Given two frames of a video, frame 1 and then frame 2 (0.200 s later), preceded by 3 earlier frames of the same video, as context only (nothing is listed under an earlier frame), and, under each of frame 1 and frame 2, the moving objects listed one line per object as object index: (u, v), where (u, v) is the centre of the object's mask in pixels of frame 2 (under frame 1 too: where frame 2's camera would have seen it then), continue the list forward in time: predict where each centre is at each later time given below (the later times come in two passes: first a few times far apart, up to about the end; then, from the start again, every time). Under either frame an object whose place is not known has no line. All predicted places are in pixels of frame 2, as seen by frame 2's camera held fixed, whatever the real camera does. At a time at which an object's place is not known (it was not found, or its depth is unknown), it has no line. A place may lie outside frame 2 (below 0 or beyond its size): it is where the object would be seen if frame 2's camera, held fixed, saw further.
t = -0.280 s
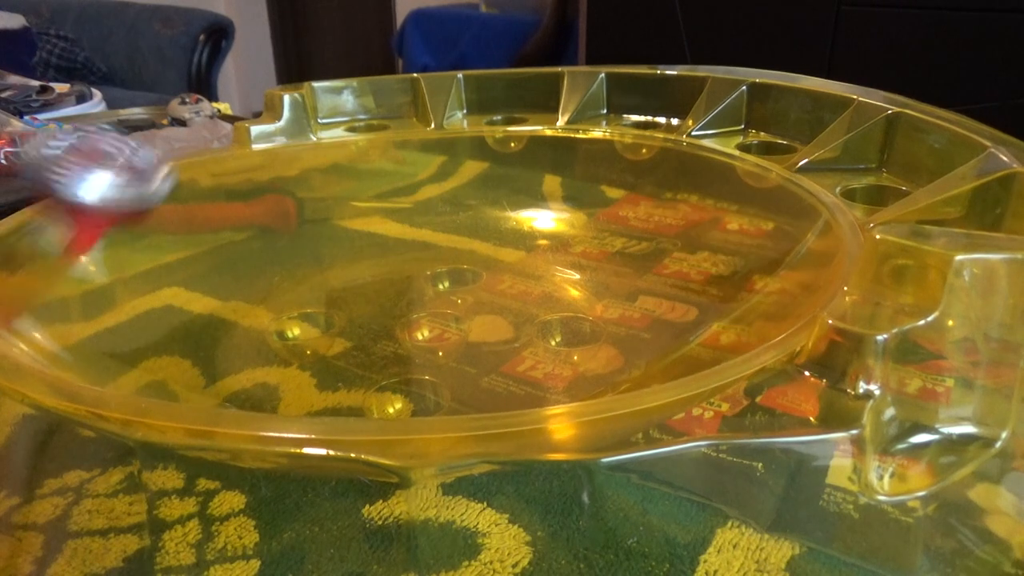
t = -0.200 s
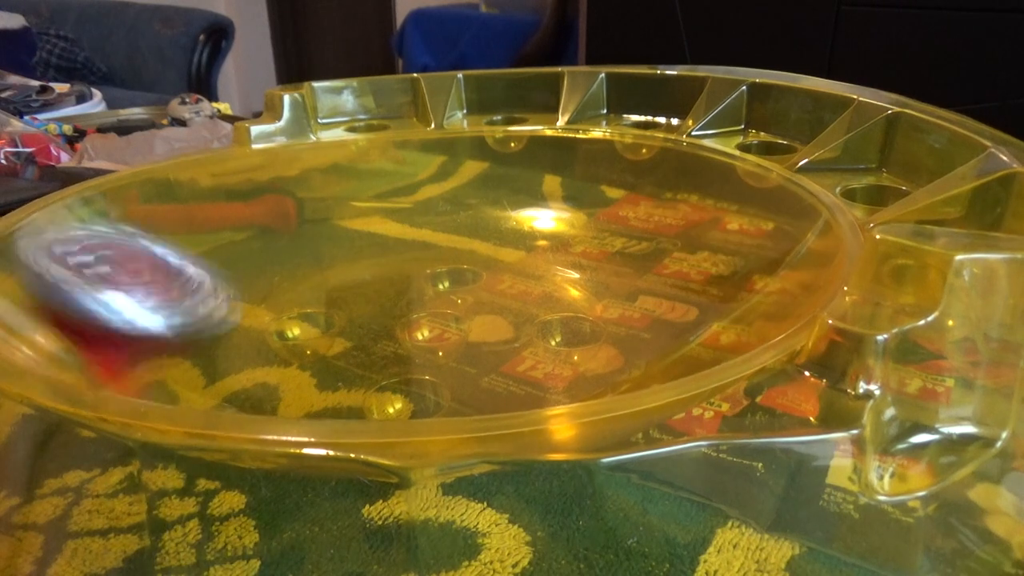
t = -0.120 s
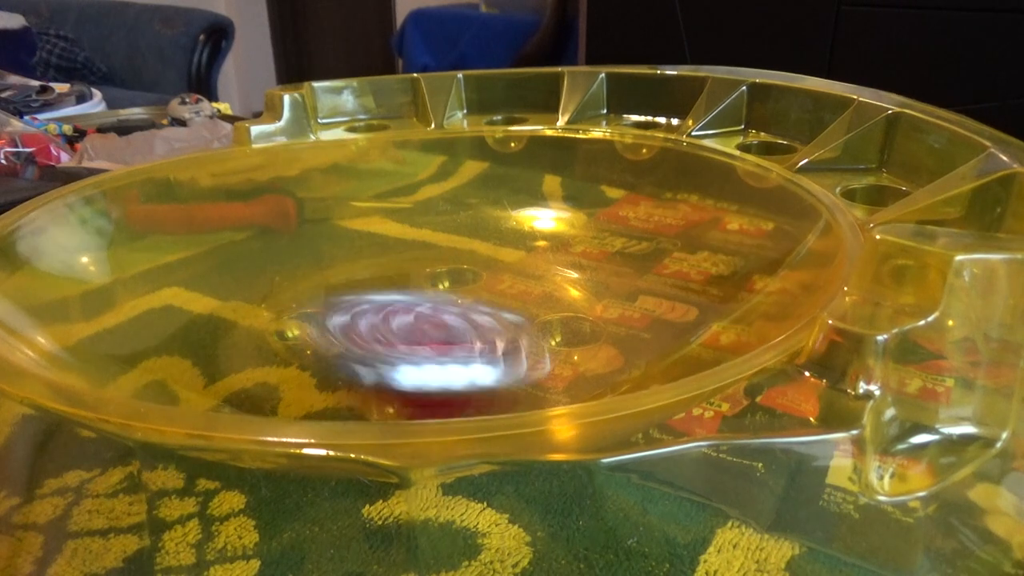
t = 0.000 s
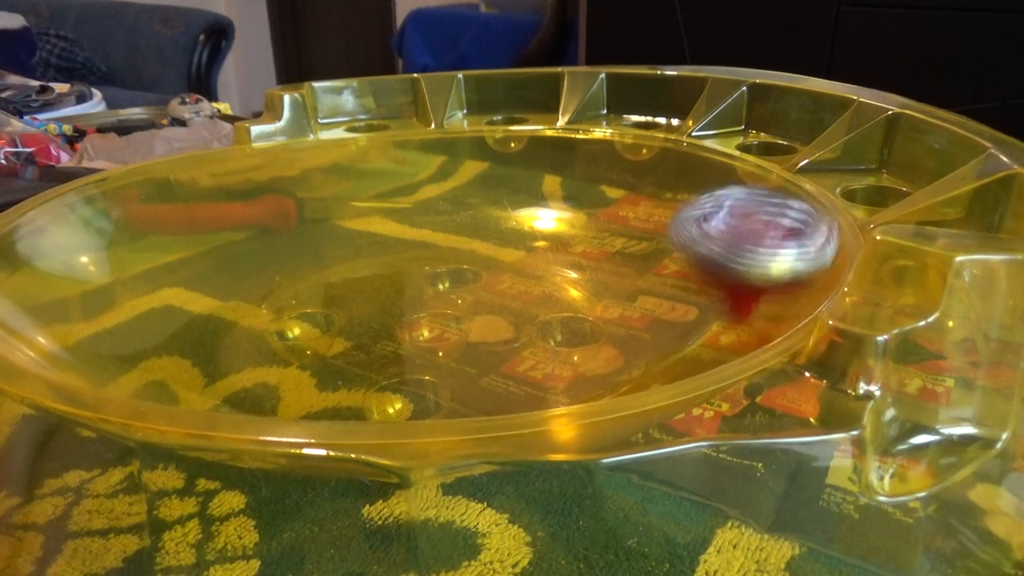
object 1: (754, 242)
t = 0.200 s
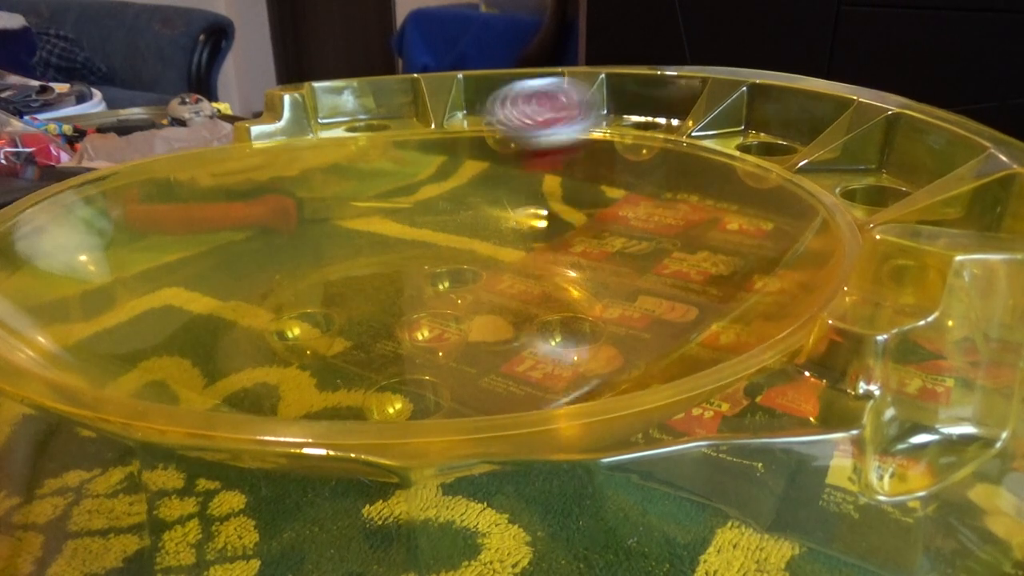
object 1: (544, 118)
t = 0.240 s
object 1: (466, 125)
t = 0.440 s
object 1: (129, 264)
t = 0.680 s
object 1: (732, 252)
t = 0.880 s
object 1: (586, 166)
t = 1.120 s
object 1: (128, 214)
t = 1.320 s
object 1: (372, 343)
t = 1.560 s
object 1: (642, 205)
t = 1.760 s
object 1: (301, 153)
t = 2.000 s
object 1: (189, 320)
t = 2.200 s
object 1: (717, 270)
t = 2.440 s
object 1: (532, 138)
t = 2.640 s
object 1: (210, 221)
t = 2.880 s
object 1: (459, 349)
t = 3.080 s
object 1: (724, 221)
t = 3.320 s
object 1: (343, 181)
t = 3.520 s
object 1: (132, 259)
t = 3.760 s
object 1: (542, 339)
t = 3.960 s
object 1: (614, 205)
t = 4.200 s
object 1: (336, 137)
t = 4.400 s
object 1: (212, 283)
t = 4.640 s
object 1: (645, 310)
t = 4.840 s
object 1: (665, 202)
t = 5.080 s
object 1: (340, 199)
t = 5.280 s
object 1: (128, 263)
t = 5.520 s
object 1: (451, 351)
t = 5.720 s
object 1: (629, 236)
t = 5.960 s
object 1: (426, 142)
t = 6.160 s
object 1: (227, 224)
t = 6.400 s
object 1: (412, 348)
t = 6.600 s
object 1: (706, 263)
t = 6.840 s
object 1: (505, 199)
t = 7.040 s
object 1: (275, 205)
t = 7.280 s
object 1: (162, 304)
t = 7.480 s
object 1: (520, 322)
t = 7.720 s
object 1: (617, 199)
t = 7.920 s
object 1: (430, 155)
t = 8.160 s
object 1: (243, 268)
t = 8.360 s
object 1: (435, 348)
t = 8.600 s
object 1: (682, 236)
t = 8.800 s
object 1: (464, 196)
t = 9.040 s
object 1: (180, 218)
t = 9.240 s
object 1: (287, 332)
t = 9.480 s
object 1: (631, 259)
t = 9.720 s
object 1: (518, 163)
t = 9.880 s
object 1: (330, 195)
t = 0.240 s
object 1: (466, 125)
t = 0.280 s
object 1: (381, 137)
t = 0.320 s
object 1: (294, 155)
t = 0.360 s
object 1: (214, 190)
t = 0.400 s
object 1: (160, 223)
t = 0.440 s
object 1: (129, 264)
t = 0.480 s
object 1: (132, 308)
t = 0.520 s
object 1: (191, 338)
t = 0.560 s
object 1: (313, 349)
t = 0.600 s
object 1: (476, 337)
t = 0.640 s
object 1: (633, 296)
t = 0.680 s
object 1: (732, 252)
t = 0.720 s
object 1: (778, 220)
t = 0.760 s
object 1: (774, 199)
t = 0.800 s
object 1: (732, 181)
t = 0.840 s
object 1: (663, 170)
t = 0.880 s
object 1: (586, 166)
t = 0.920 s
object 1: (504, 176)
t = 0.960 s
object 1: (413, 174)
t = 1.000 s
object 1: (326, 174)
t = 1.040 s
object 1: (244, 178)
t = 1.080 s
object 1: (176, 183)
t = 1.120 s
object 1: (128, 214)
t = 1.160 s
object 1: (107, 252)
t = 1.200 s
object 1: (113, 296)
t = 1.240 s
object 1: (156, 326)
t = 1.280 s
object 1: (244, 343)
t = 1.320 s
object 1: (372, 343)
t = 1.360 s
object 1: (517, 334)
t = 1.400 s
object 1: (652, 301)
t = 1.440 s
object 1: (717, 273)
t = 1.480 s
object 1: (731, 248)
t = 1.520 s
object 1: (698, 225)
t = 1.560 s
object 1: (642, 205)
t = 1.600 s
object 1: (576, 184)
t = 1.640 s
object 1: (510, 179)
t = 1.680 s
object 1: (442, 166)
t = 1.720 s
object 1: (372, 157)
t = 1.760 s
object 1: (301, 153)
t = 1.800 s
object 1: (235, 152)
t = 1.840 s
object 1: (175, 160)
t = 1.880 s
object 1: (130, 186)
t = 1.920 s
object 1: (107, 224)
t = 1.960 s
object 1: (120, 275)
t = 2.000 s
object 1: (189, 320)
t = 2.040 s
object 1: (310, 342)
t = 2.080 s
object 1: (443, 349)
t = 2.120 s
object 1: (567, 335)
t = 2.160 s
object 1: (662, 306)
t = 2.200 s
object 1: (717, 270)
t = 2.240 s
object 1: (733, 234)
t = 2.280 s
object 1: (722, 199)
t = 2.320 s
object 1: (691, 171)
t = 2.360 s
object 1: (647, 148)
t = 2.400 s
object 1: (594, 138)
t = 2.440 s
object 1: (532, 138)
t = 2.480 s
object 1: (467, 143)
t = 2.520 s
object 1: (396, 152)
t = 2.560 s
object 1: (324, 168)
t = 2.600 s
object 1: (259, 192)
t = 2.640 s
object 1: (210, 221)
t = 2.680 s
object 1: (177, 255)
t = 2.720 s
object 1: (167, 295)
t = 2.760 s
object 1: (187, 323)
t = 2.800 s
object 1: (241, 346)
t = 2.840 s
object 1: (335, 356)
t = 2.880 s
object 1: (459, 349)
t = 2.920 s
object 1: (583, 327)
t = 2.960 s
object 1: (680, 290)
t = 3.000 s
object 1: (730, 259)
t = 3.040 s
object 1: (744, 239)
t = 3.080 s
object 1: (724, 221)
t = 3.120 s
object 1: (682, 205)
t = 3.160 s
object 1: (622, 196)
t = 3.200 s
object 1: (553, 192)
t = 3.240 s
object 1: (481, 189)
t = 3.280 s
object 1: (410, 184)
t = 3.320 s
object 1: (343, 181)
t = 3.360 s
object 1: (281, 181)
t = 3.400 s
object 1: (224, 186)
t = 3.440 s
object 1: (179, 205)
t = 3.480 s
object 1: (151, 227)
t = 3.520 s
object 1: (132, 259)
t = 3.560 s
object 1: (137, 290)
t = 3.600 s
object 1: (166, 318)
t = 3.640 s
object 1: (229, 339)
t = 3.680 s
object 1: (319, 351)
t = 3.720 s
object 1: (436, 350)
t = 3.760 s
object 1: (542, 339)
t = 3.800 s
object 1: (608, 315)
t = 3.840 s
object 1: (641, 286)
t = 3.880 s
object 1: (647, 257)
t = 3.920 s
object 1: (638, 231)
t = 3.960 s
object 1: (614, 205)
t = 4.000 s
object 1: (581, 186)
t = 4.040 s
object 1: (539, 169)
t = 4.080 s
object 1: (493, 155)
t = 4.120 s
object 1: (441, 140)
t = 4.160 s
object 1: (391, 135)
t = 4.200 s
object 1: (336, 137)
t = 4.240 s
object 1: (286, 150)
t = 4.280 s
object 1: (237, 175)
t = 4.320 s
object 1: (200, 206)
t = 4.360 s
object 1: (193, 245)
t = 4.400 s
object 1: (212, 283)
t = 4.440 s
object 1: (254, 313)
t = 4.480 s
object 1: (313, 336)
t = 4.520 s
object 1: (388, 348)
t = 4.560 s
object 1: (479, 347)
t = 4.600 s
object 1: (570, 333)
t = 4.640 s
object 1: (645, 310)
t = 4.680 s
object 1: (698, 282)
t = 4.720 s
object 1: (723, 254)
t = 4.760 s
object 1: (723, 232)
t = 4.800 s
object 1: (700, 215)
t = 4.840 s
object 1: (665, 202)
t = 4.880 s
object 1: (621, 195)
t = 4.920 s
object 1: (564, 188)
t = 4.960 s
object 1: (504, 190)
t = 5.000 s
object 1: (449, 191)
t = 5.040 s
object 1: (394, 193)
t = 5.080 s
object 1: (340, 199)
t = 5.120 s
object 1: (291, 206)
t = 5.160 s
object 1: (244, 215)
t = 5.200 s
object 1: (199, 228)
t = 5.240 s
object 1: (160, 245)
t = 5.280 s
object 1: (128, 263)
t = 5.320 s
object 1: (112, 283)
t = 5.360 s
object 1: (124, 305)
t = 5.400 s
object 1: (171, 325)
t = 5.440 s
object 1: (247, 342)
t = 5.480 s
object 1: (348, 353)
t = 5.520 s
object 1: (451, 351)
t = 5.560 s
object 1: (536, 333)
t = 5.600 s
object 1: (591, 310)
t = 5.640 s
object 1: (620, 283)
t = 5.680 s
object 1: (629, 258)
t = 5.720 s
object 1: (629, 236)
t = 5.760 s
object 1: (614, 214)
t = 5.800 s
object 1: (589, 195)
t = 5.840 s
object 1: (554, 178)
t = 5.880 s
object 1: (515, 165)
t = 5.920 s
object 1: (471, 151)
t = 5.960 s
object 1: (426, 142)
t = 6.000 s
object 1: (380, 143)
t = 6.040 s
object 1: (334, 150)
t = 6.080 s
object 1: (289, 170)
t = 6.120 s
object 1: (251, 192)
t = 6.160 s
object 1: (227, 224)
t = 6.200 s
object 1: (224, 254)
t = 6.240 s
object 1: (236, 281)
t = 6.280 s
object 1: (261, 304)
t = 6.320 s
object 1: (296, 326)
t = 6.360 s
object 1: (345, 341)
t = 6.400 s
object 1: (412, 348)
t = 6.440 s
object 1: (489, 345)
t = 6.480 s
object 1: (569, 330)
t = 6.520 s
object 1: (638, 309)
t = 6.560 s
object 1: (684, 287)
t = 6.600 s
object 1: (706, 263)
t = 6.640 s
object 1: (705, 246)
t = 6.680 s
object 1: (686, 231)
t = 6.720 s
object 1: (653, 217)
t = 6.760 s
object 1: (609, 208)
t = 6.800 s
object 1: (556, 202)
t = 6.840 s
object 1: (505, 199)
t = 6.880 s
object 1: (457, 198)
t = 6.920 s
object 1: (409, 197)
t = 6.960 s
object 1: (362, 197)
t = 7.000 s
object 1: (317, 201)
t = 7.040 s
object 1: (275, 205)
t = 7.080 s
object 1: (230, 212)
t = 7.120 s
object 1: (186, 221)
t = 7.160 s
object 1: (157, 233)
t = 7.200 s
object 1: (136, 252)
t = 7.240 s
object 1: (137, 276)
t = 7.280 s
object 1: (162, 304)
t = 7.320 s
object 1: (214, 325)
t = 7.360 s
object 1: (300, 340)
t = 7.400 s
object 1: (381, 340)
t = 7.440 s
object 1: (456, 334)
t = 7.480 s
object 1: (520, 322)
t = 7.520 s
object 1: (570, 305)
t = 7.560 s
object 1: (603, 285)
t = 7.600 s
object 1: (623, 266)
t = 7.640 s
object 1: (630, 244)
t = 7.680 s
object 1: (630, 222)
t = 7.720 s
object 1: (617, 199)
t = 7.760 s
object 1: (594, 179)
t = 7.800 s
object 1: (561, 163)
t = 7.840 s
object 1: (521, 154)
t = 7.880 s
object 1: (479, 152)
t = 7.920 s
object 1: (430, 155)
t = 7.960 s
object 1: (379, 159)
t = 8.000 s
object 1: (330, 178)
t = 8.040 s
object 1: (290, 200)
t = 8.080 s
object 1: (262, 224)
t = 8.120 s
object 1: (248, 247)
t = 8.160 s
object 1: (243, 268)
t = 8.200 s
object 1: (249, 291)
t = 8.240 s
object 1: (270, 311)
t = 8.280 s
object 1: (308, 331)
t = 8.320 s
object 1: (362, 345)
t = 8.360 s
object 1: (435, 348)
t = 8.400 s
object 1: (517, 341)
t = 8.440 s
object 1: (601, 325)
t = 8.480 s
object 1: (659, 301)
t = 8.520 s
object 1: (692, 277)
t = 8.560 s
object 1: (698, 257)
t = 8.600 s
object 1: (682, 236)
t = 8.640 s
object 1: (652, 220)
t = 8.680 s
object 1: (610, 210)
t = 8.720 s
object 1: (564, 202)
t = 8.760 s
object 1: (512, 198)
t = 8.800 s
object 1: (464, 196)
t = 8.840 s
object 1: (414, 195)
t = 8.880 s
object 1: (361, 195)
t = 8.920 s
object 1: (312, 197)
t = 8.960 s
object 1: (264, 200)
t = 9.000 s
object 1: (221, 206)
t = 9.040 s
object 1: (180, 218)
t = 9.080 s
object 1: (153, 235)
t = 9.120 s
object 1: (143, 260)
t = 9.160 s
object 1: (159, 289)
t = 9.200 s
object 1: (207, 316)
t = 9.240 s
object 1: (287, 332)
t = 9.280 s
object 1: (365, 333)
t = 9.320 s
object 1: (438, 328)
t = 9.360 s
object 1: (507, 316)
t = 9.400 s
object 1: (561, 302)
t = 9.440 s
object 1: (603, 279)
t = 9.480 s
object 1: (631, 259)
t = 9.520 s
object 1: (645, 235)
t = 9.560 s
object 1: (643, 213)
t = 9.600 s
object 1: (625, 192)
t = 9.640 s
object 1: (598, 178)
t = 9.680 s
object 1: (563, 167)
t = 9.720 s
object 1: (518, 163)
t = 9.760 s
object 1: (472, 164)
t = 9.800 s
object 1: (422, 169)
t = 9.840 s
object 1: (374, 179)
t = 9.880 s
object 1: (330, 195)
